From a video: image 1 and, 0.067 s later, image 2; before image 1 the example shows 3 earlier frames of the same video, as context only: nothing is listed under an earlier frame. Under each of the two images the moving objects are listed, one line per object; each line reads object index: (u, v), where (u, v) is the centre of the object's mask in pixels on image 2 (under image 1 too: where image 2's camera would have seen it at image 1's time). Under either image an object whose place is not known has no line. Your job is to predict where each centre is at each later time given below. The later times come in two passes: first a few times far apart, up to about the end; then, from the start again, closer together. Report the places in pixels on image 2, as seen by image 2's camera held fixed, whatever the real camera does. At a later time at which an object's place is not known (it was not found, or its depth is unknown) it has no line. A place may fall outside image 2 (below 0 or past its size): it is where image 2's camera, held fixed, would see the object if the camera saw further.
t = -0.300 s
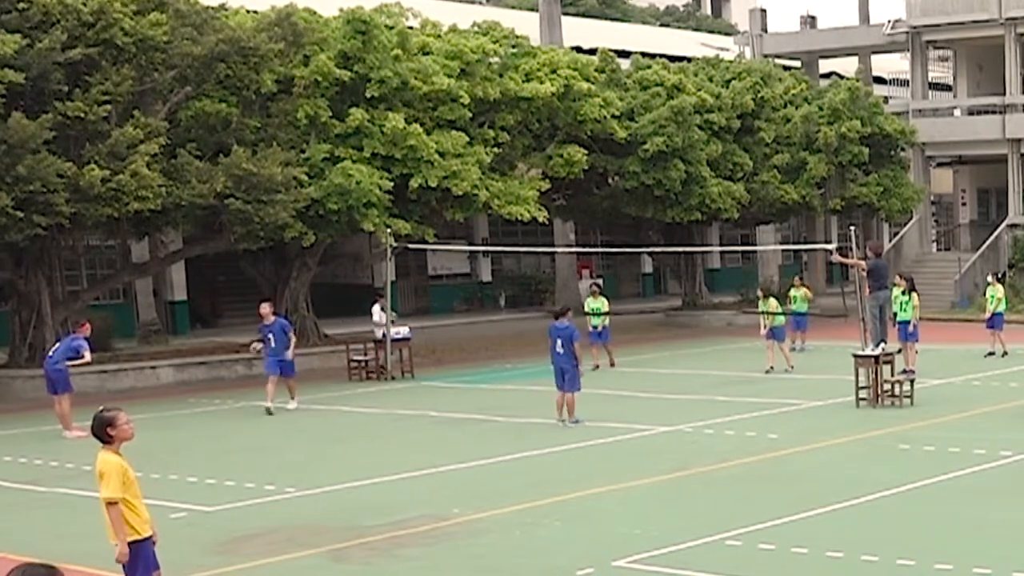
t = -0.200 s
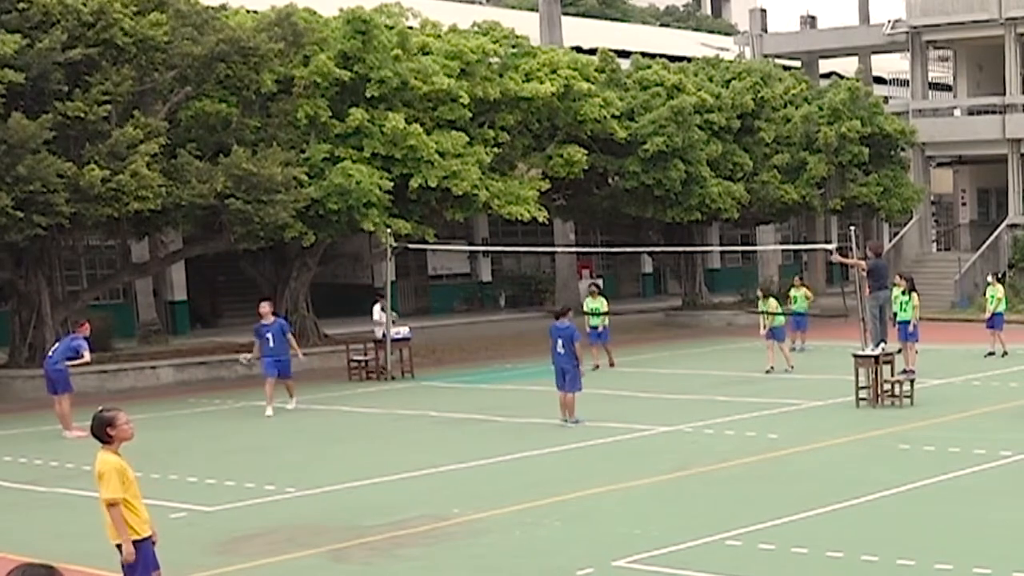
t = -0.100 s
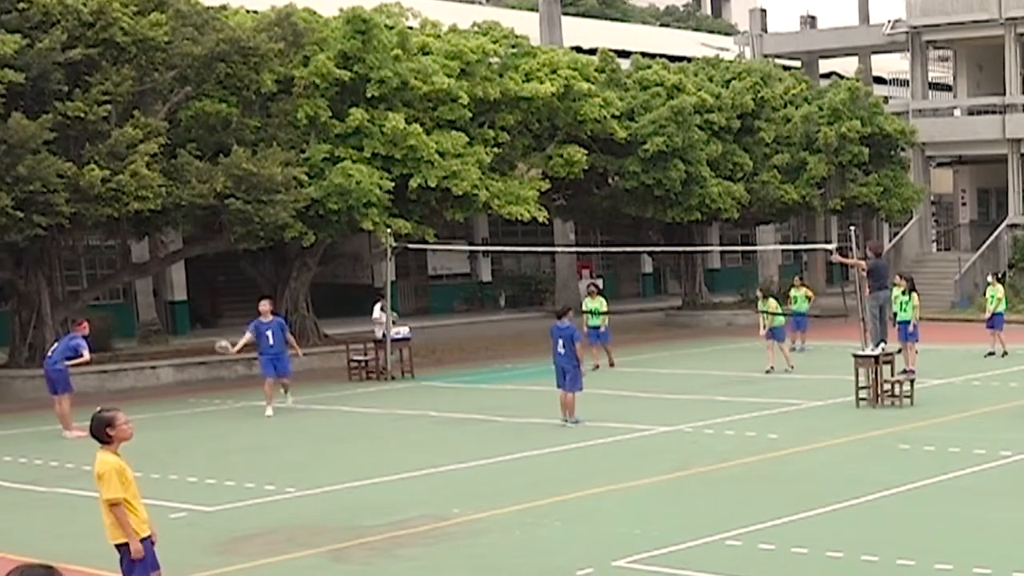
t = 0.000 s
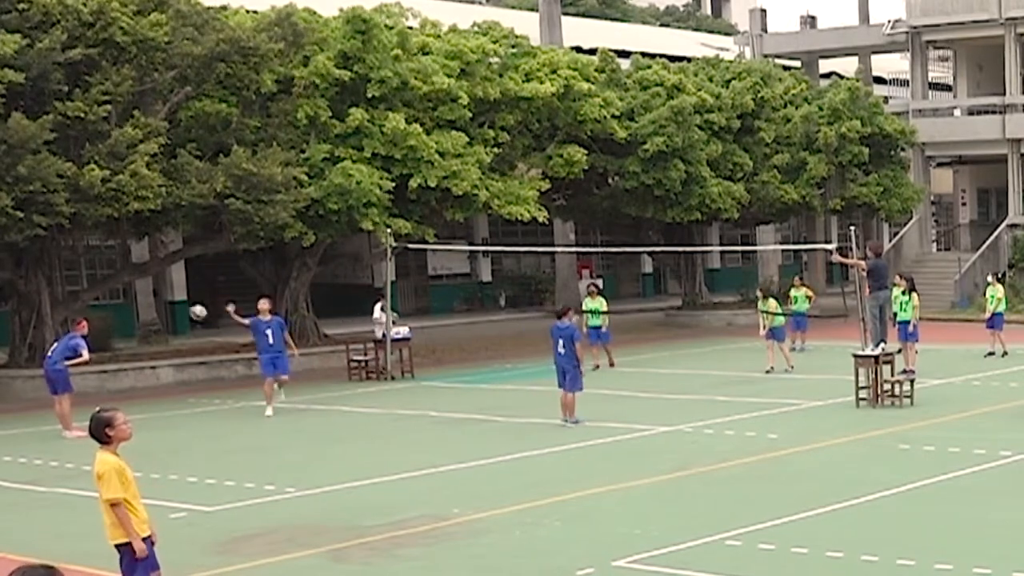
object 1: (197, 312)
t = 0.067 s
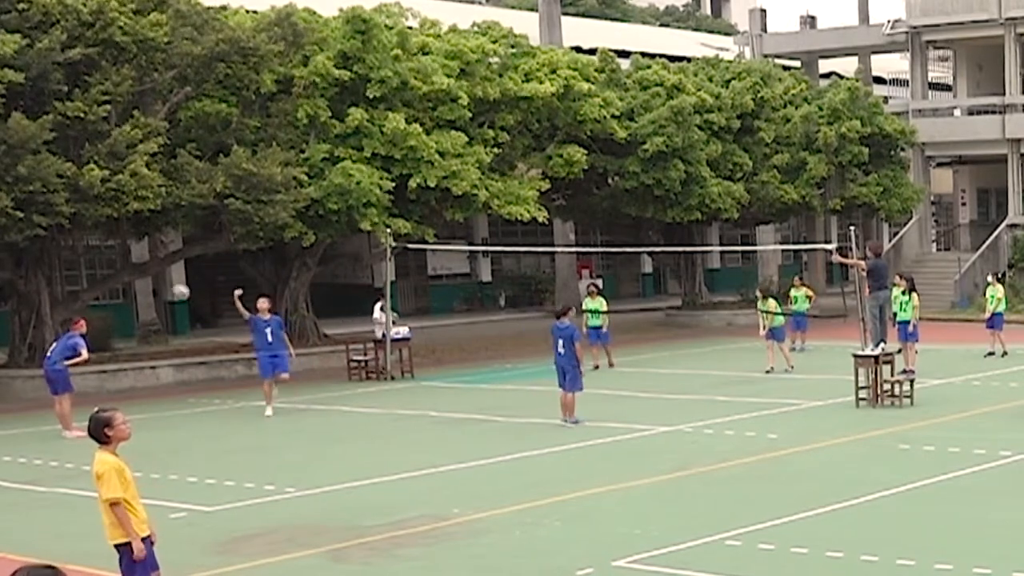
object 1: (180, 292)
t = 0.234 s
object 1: (138, 251)
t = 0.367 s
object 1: (102, 229)
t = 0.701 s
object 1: (12, 233)
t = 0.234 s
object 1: (138, 251)
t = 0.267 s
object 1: (128, 243)
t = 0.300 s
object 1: (119, 237)
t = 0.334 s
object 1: (111, 232)
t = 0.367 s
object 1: (102, 229)
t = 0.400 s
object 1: (93, 225)
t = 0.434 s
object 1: (84, 223)
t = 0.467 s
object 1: (75, 221)
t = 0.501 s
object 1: (66, 219)
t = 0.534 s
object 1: (58, 220)
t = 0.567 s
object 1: (48, 220)
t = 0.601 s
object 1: (39, 222)
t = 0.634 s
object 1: (30, 224)
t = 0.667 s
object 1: (19, 229)
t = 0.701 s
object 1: (12, 233)
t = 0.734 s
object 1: (7, 239)
